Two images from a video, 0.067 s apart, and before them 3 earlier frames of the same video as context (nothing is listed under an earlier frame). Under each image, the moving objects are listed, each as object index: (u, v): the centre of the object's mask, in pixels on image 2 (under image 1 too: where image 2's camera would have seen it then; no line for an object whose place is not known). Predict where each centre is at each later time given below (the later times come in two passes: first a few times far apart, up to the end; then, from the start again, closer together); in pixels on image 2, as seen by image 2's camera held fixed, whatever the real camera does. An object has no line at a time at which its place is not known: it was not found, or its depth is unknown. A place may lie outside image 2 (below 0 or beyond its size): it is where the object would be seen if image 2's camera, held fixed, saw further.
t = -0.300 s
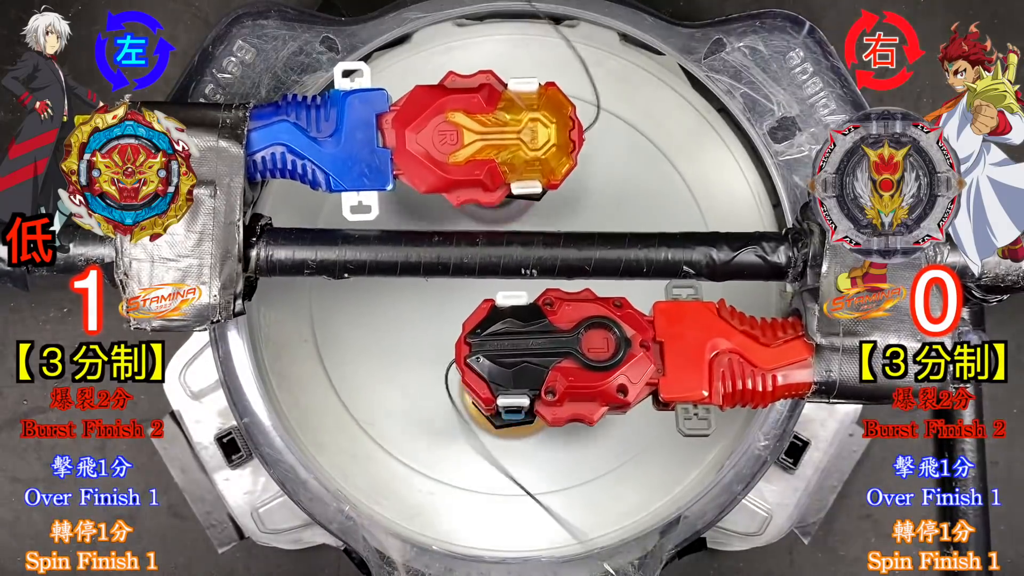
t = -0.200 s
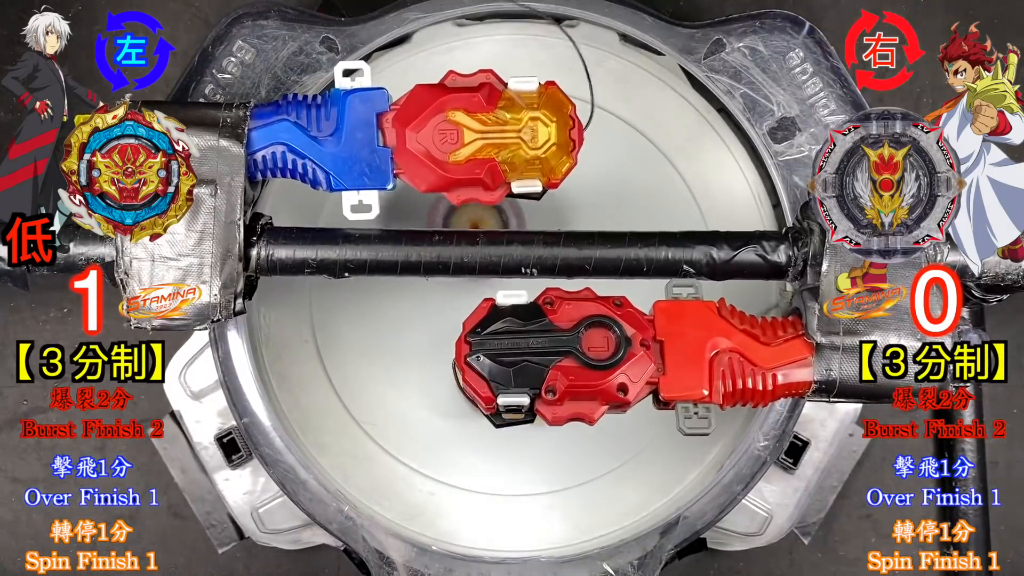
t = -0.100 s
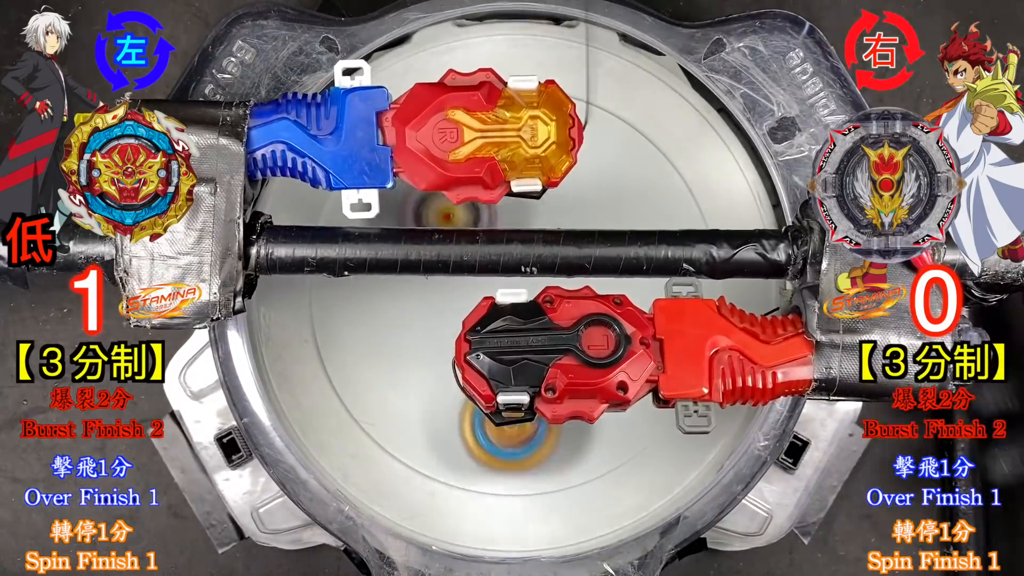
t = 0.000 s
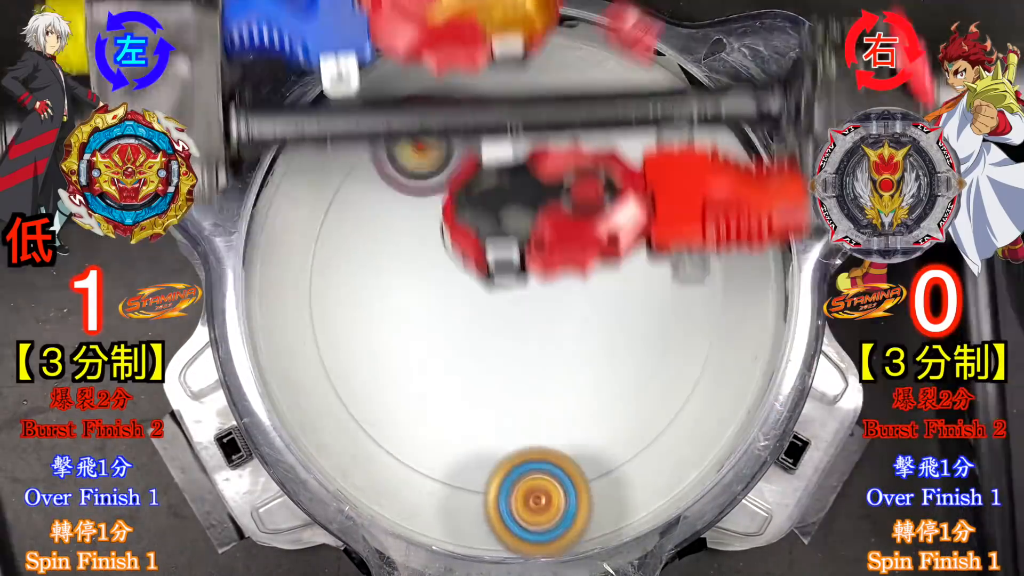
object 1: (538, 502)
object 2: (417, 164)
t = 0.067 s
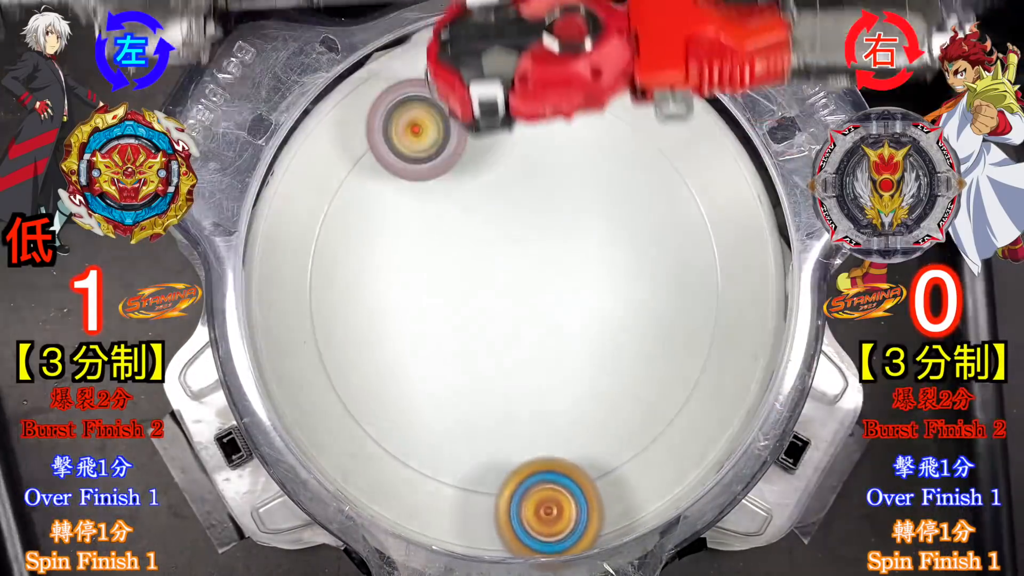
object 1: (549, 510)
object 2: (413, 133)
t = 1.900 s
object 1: (326, 272)
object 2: (520, 222)
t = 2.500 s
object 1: (472, 400)
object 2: (577, 151)
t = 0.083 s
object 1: (550, 509)
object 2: (418, 131)
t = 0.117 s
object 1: (554, 504)
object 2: (422, 138)
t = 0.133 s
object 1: (555, 500)
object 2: (426, 143)
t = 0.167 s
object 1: (557, 484)
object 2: (435, 160)
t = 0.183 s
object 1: (558, 474)
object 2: (441, 170)
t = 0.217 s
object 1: (556, 450)
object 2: (453, 194)
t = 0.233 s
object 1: (554, 436)
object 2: (459, 208)
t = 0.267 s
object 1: (549, 403)
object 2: (474, 239)
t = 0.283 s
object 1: (547, 387)
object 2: (483, 255)
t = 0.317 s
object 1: (553, 372)
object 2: (493, 266)
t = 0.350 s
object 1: (583, 395)
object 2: (479, 231)
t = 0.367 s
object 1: (597, 406)
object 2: (472, 215)
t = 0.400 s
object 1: (621, 424)
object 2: (461, 187)
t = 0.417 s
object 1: (632, 431)
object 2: (456, 175)
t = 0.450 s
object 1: (648, 440)
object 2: (446, 153)
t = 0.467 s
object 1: (651, 441)
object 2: (441, 145)
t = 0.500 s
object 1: (653, 440)
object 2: (434, 135)
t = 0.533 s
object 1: (649, 434)
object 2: (426, 130)
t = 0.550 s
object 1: (645, 429)
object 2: (422, 130)
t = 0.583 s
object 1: (633, 419)
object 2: (416, 136)
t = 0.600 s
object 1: (625, 411)
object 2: (414, 141)
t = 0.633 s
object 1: (608, 394)
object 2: (410, 155)
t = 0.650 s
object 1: (600, 386)
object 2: (408, 164)
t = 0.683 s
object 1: (580, 368)
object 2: (407, 188)
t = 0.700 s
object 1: (570, 358)
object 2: (409, 202)
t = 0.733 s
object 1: (552, 336)
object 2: (413, 229)
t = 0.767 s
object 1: (534, 315)
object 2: (420, 261)
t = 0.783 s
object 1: (526, 304)
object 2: (428, 277)
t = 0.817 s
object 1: (541, 287)
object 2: (404, 298)
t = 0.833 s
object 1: (550, 279)
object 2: (390, 309)
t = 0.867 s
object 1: (569, 263)
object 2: (360, 332)
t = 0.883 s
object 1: (579, 256)
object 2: (348, 344)
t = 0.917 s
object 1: (592, 243)
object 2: (332, 363)
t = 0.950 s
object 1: (605, 231)
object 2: (327, 379)
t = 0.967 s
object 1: (609, 227)
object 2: (329, 387)
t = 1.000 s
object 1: (617, 219)
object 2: (341, 398)
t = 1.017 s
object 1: (622, 216)
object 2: (348, 403)
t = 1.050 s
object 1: (627, 213)
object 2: (374, 410)
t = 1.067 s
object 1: (629, 212)
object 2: (390, 410)
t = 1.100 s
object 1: (632, 214)
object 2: (423, 410)
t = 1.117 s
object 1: (632, 215)
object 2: (443, 408)
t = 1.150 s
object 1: (632, 221)
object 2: (483, 398)
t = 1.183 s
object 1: (628, 228)
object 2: (528, 384)
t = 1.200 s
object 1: (627, 232)
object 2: (549, 372)
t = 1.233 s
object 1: (622, 243)
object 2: (591, 350)
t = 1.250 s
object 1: (620, 234)
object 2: (609, 354)
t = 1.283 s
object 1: (626, 167)
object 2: (632, 410)
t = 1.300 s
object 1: (627, 137)
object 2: (645, 437)
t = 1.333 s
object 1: (626, 85)
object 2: (655, 471)
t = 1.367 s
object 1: (604, 87)
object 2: (646, 471)
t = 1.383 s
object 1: (592, 97)
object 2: (637, 468)
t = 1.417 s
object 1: (568, 114)
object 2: (617, 445)
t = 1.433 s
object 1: (554, 126)
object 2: (605, 434)
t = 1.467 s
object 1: (531, 152)
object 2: (583, 402)
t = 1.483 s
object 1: (519, 164)
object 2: (573, 387)
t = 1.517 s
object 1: (496, 191)
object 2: (554, 351)
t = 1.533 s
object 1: (485, 205)
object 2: (545, 333)
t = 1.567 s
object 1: (461, 228)
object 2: (533, 302)
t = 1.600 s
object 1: (417, 225)
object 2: (543, 296)
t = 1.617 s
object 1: (396, 226)
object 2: (547, 294)
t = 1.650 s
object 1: (359, 226)
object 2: (555, 287)
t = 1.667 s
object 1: (342, 227)
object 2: (559, 284)
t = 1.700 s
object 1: (323, 231)
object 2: (561, 275)
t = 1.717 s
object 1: (316, 232)
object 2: (563, 270)
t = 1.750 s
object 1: (304, 238)
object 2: (563, 260)
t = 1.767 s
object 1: (301, 242)
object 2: (561, 252)
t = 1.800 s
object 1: (298, 249)
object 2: (556, 242)
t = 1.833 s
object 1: (301, 257)
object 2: (546, 233)
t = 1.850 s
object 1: (303, 260)
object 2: (541, 228)
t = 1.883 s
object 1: (317, 268)
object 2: (528, 223)
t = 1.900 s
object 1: (326, 272)
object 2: (520, 222)
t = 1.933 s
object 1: (347, 279)
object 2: (504, 221)
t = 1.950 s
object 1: (357, 281)
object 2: (496, 223)
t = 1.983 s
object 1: (386, 286)
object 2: (479, 226)
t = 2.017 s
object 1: (402, 302)
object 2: (479, 222)
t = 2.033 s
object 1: (404, 313)
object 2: (487, 217)
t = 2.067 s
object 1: (411, 334)
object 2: (499, 209)
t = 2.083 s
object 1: (416, 345)
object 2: (506, 204)
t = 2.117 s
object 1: (428, 361)
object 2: (518, 201)
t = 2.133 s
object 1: (435, 367)
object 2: (521, 202)
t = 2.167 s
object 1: (450, 379)
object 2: (530, 203)
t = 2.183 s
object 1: (455, 384)
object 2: (535, 207)
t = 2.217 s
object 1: (469, 386)
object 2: (542, 213)
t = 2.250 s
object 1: (482, 384)
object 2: (546, 221)
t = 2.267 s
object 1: (490, 382)
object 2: (549, 226)
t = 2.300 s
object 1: (501, 373)
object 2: (552, 239)
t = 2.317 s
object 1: (507, 367)
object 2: (551, 246)
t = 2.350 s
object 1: (514, 352)
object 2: (551, 258)
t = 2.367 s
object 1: (513, 358)
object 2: (557, 248)
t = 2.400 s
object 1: (505, 377)
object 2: (567, 219)
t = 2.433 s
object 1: (494, 390)
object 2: (575, 193)
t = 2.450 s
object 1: (490, 395)
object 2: (575, 180)
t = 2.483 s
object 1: (478, 400)
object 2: (577, 158)
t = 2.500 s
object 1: (472, 400)
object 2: (577, 151)
